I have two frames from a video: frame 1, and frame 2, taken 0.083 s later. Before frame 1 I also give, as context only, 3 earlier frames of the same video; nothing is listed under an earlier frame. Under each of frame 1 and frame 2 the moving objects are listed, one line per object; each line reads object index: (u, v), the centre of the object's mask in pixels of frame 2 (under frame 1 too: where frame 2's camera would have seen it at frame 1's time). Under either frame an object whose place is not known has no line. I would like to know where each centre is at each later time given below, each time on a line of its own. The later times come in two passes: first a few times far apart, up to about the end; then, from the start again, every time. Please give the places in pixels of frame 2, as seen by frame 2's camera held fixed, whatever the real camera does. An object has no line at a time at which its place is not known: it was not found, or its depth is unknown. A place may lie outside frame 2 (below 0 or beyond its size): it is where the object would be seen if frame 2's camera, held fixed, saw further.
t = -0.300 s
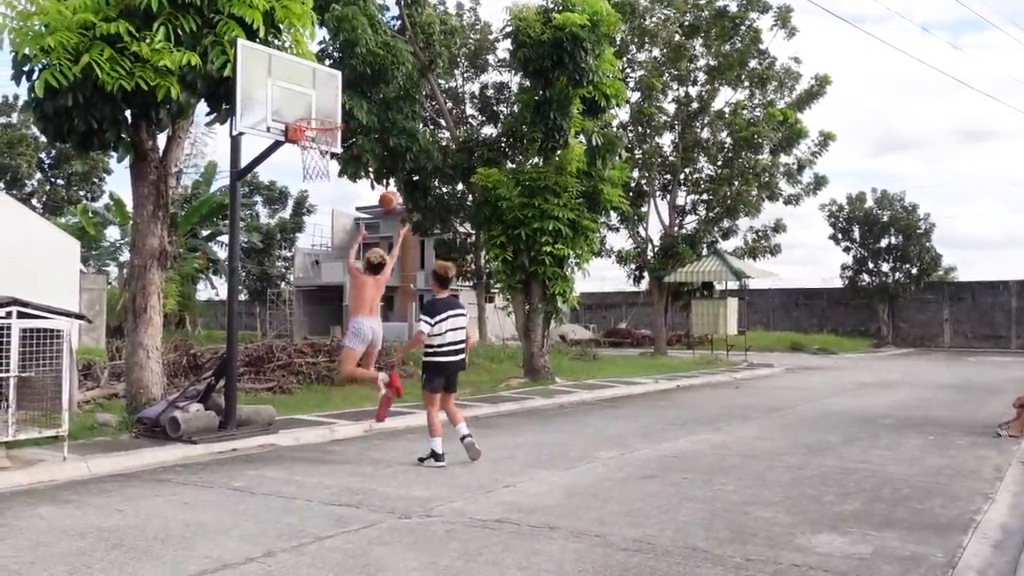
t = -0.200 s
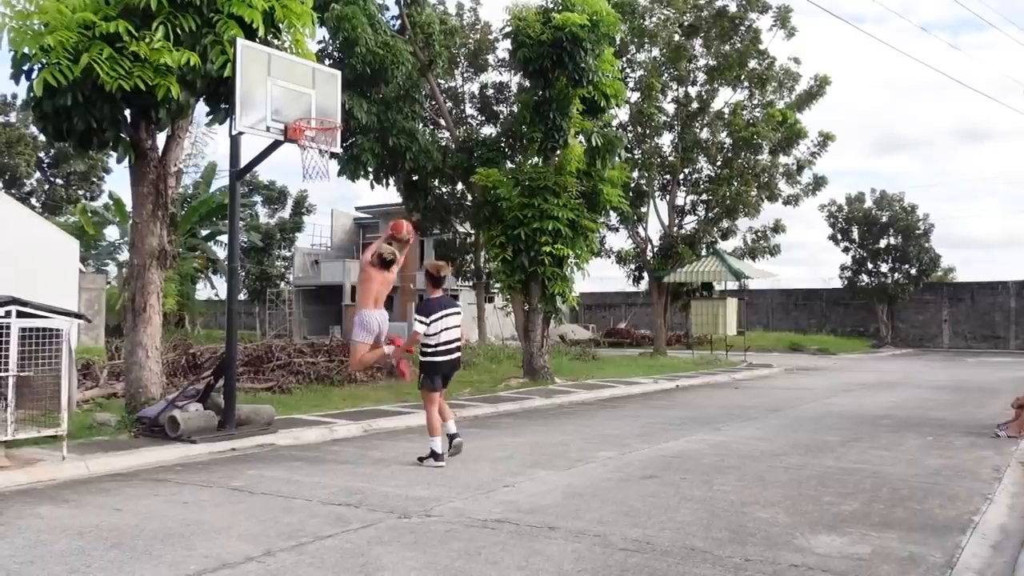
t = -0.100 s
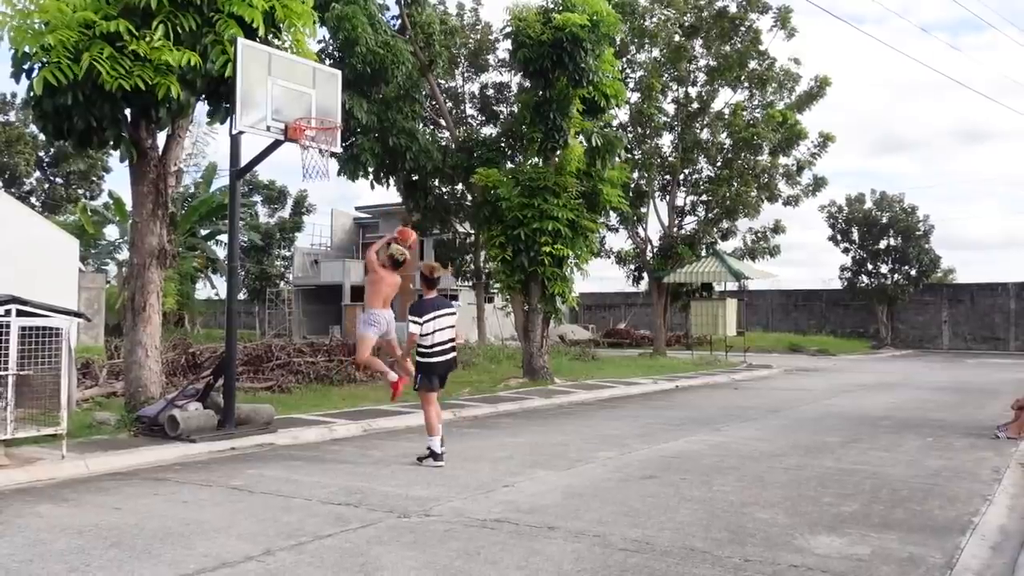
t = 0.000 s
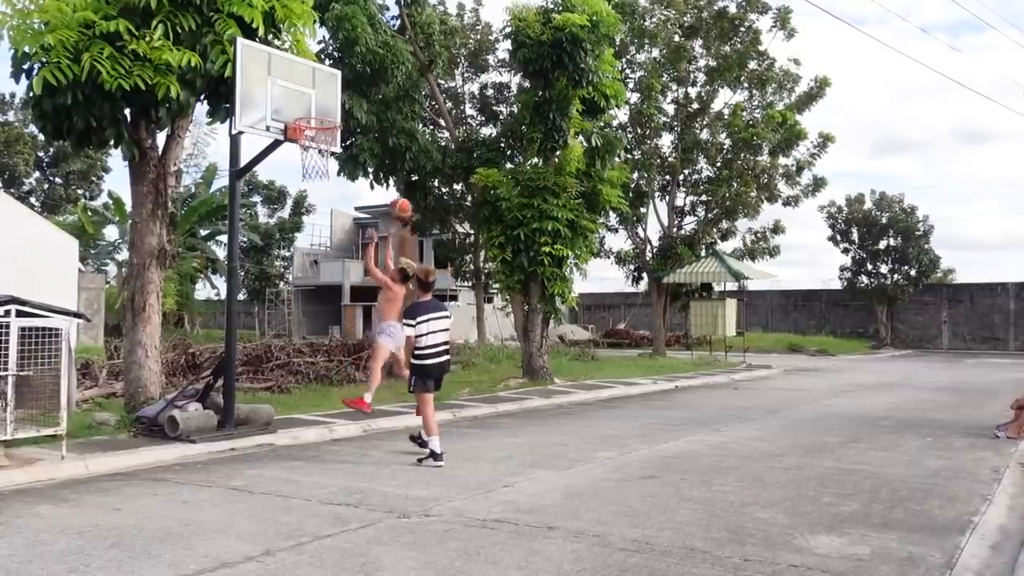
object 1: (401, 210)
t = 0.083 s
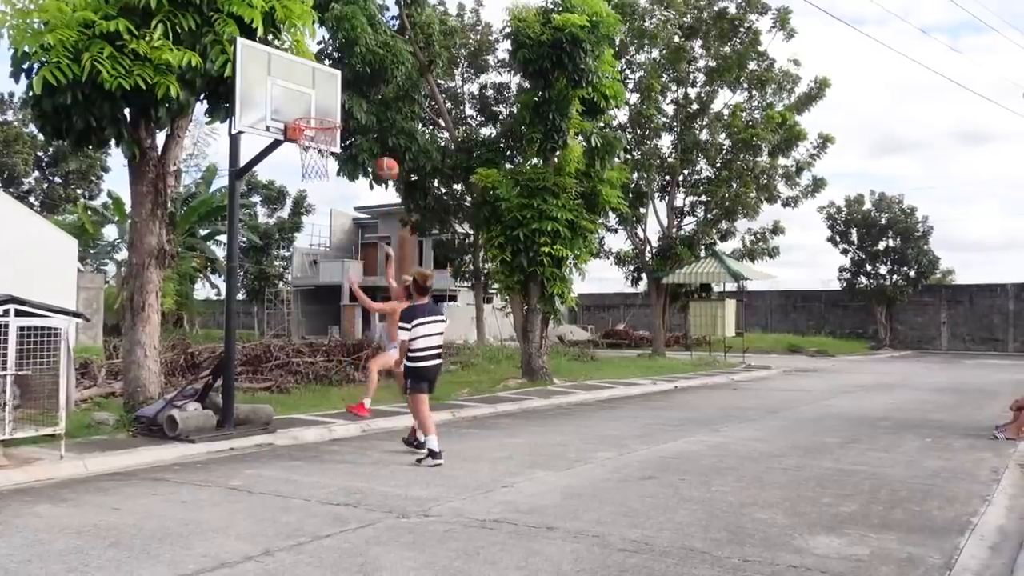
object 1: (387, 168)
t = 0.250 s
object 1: (361, 108)
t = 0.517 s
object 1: (314, 63)
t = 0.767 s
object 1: (282, 87)
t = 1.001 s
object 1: (275, 169)
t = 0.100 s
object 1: (384, 161)
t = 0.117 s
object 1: (382, 154)
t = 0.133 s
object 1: (380, 147)
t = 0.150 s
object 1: (376, 142)
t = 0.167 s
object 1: (373, 136)
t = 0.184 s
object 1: (371, 130)
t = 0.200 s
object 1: (369, 123)
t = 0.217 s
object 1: (365, 118)
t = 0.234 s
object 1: (363, 114)
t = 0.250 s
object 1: (361, 108)
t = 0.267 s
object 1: (358, 103)
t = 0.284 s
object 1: (355, 99)
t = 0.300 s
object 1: (352, 94)
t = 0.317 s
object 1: (349, 91)
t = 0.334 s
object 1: (346, 87)
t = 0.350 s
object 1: (343, 83)
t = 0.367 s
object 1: (341, 81)
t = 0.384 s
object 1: (338, 77)
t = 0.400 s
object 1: (335, 75)
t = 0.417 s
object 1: (332, 73)
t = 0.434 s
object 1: (329, 70)
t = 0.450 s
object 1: (326, 69)
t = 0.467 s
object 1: (323, 66)
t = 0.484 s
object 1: (320, 65)
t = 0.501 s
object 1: (317, 64)
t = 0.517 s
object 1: (314, 63)
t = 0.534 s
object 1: (311, 63)
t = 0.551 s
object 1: (308, 63)
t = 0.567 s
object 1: (305, 63)
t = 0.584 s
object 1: (302, 63)
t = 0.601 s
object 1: (299, 64)
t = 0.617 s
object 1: (296, 65)
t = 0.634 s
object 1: (293, 66)
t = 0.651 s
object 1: (290, 68)
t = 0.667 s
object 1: (287, 70)
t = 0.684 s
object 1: (284, 72)
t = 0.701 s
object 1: (284, 74)
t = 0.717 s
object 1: (283, 77)
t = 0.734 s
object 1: (282, 80)
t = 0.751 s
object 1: (282, 83)
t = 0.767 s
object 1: (282, 87)
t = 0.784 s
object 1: (281, 90)
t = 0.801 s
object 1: (281, 95)
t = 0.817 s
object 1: (280, 99)
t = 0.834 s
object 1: (280, 104)
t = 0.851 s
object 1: (280, 109)
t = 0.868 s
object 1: (279, 114)
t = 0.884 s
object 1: (278, 120)
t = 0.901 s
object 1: (278, 126)
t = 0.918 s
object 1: (278, 132)
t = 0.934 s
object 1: (277, 139)
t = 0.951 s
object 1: (277, 146)
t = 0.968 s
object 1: (276, 154)
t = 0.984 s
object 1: (275, 161)
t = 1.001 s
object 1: (275, 169)
